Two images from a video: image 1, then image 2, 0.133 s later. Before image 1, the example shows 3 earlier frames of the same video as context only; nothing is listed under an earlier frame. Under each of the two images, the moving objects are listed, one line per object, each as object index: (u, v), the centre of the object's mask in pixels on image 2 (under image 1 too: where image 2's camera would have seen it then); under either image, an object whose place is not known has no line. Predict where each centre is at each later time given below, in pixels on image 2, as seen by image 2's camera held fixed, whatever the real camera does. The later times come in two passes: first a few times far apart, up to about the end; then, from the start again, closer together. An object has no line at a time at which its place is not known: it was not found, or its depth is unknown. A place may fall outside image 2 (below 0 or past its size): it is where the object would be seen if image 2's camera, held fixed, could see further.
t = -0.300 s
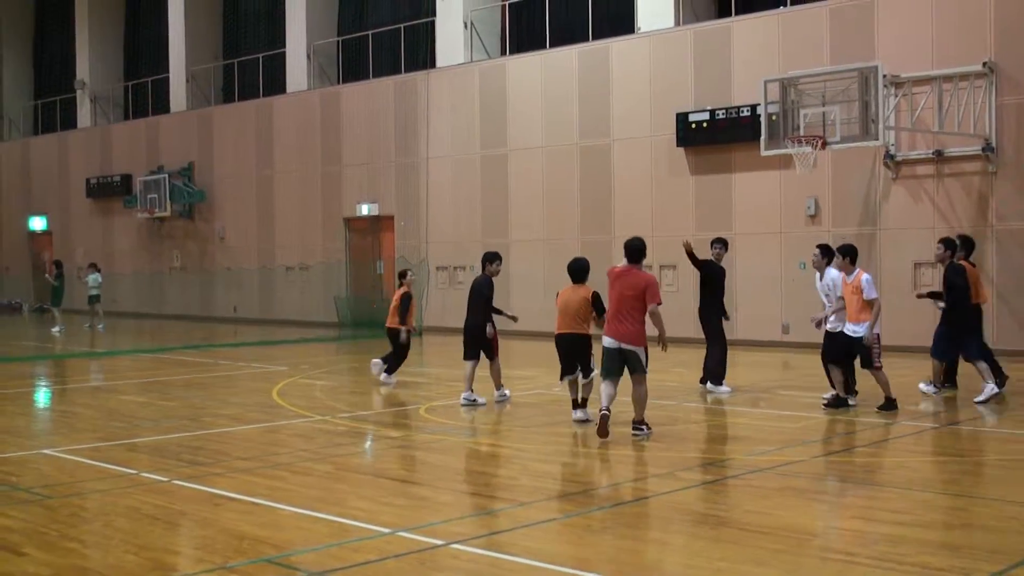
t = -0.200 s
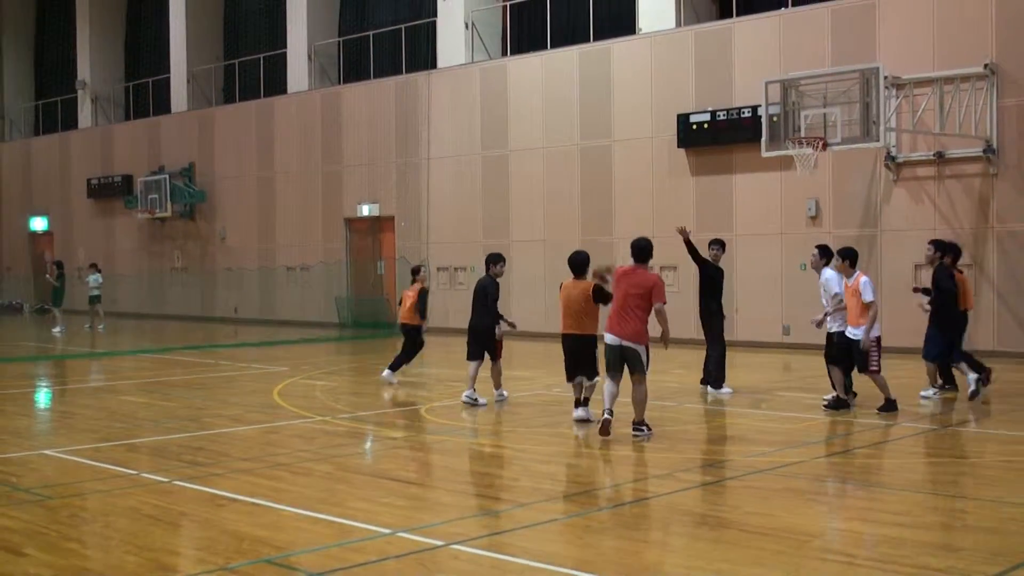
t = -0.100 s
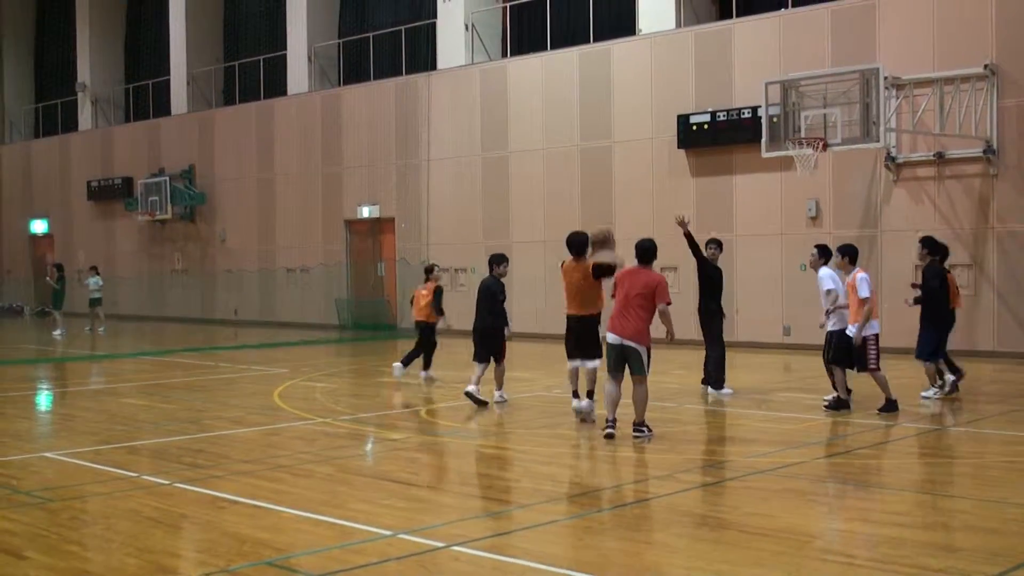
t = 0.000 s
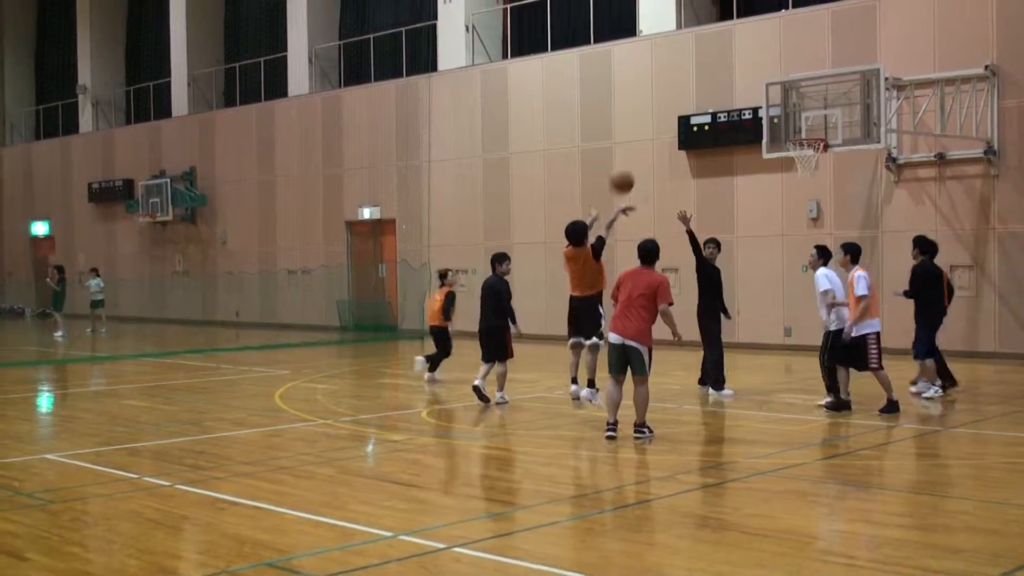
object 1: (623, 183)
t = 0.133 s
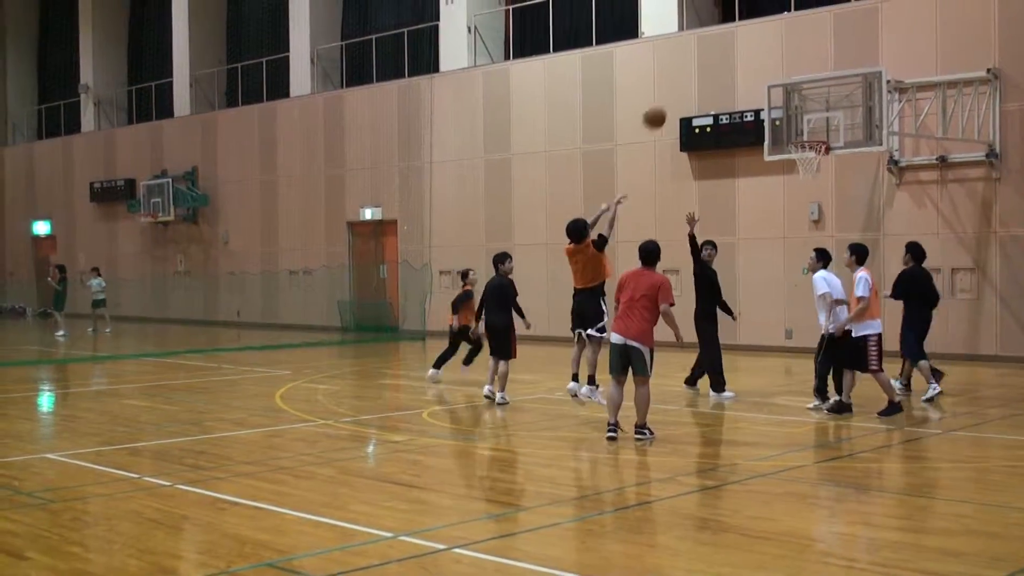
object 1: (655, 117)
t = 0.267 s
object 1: (684, 72)
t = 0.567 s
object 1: (743, 34)
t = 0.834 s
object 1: (788, 64)
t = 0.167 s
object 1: (662, 104)
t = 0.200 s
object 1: (669, 92)
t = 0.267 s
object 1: (684, 72)
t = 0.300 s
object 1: (691, 63)
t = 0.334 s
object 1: (698, 56)
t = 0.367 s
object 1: (705, 49)
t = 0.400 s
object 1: (711, 44)
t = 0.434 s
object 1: (718, 40)
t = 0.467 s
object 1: (724, 37)
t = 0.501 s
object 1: (731, 35)
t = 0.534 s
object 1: (737, 34)
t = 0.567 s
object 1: (743, 34)
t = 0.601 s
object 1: (749, 35)
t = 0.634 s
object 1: (755, 36)
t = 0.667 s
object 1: (761, 39)
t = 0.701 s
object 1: (766, 43)
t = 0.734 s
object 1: (772, 47)
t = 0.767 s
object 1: (777, 52)
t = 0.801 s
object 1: (783, 58)
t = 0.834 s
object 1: (788, 64)
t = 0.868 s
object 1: (793, 71)
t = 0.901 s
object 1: (799, 80)
